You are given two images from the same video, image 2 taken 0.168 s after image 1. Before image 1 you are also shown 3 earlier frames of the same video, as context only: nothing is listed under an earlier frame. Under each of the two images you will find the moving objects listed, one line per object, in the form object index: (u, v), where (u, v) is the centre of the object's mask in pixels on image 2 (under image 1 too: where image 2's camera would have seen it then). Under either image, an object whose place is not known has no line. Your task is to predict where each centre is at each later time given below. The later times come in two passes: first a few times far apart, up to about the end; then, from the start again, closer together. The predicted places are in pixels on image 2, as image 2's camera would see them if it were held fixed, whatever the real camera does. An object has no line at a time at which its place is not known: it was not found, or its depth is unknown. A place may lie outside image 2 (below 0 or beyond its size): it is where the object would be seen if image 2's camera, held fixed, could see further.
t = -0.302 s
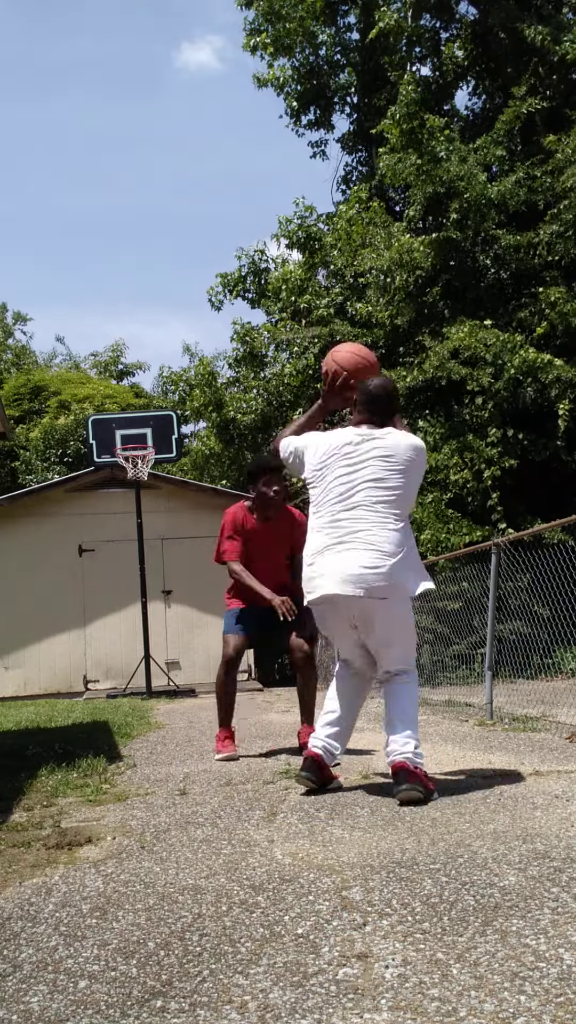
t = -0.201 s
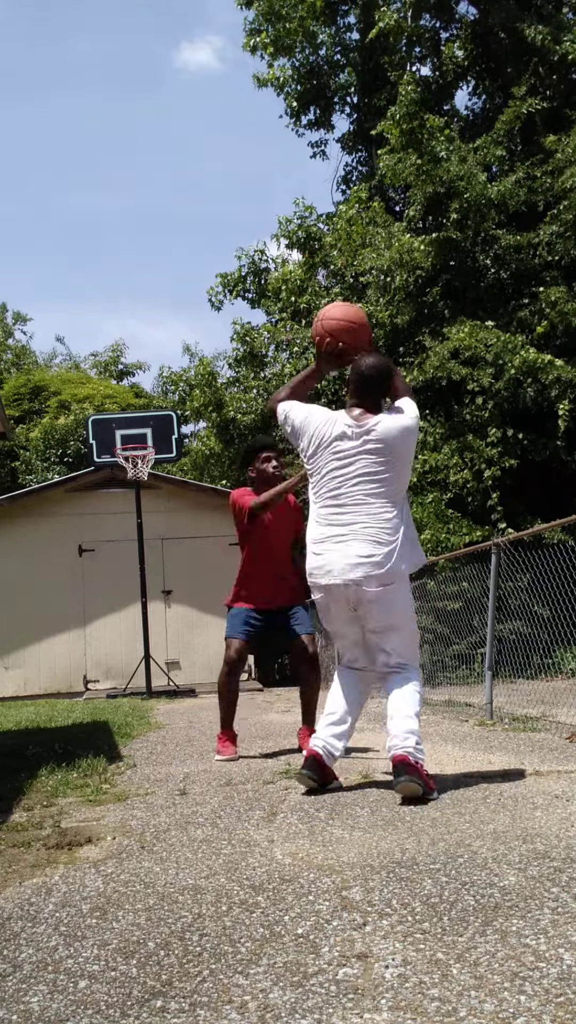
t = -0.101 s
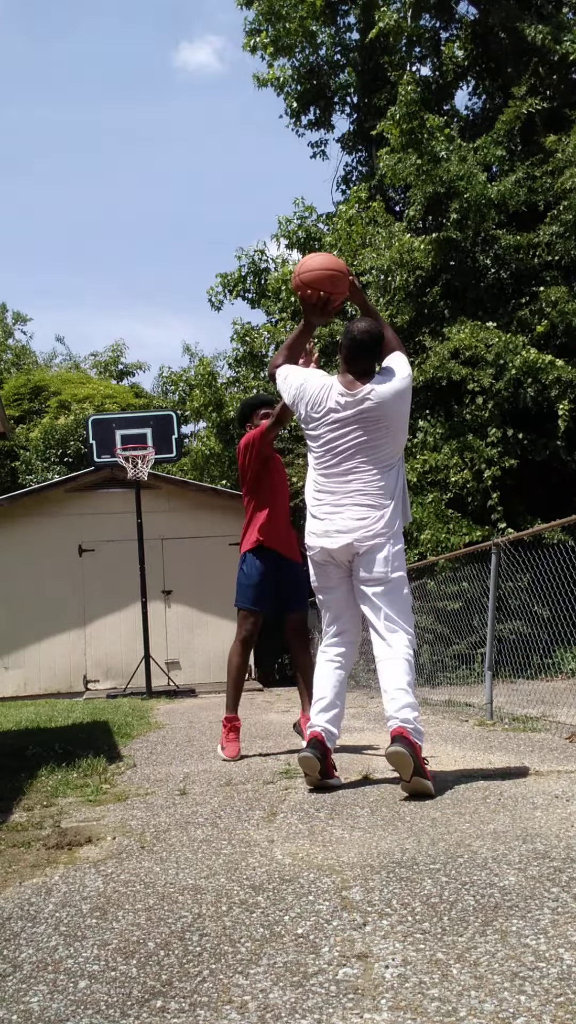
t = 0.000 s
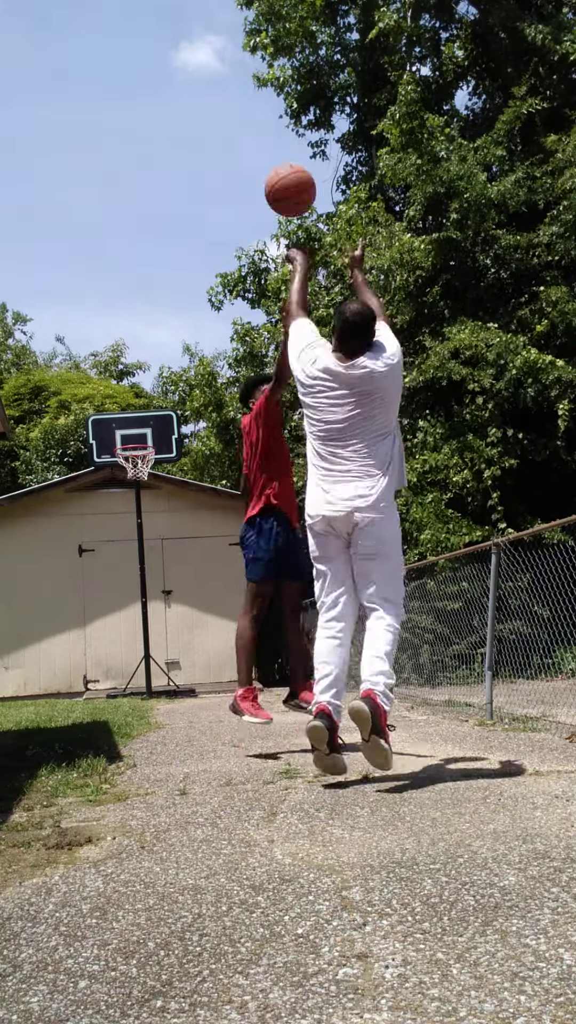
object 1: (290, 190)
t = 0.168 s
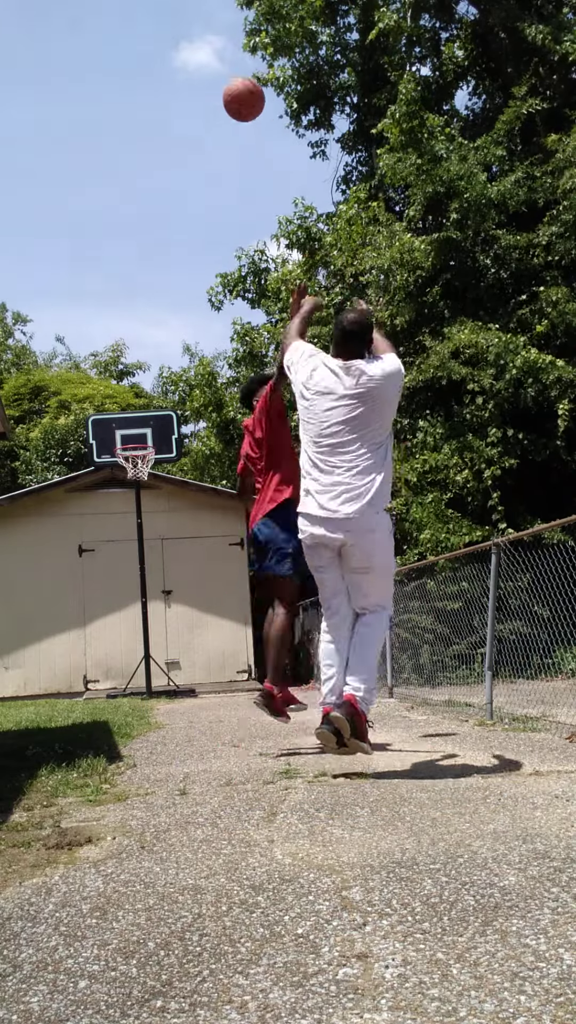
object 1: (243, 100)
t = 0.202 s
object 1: (237, 90)
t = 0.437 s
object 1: (197, 79)
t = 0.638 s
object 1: (175, 120)
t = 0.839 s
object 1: (158, 189)
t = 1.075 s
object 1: (145, 295)
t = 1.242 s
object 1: (137, 384)
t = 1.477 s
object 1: (136, 463)
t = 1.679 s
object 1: (139, 469)
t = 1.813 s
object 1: (141, 498)
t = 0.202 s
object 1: (237, 90)
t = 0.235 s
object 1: (230, 84)
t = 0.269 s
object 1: (223, 79)
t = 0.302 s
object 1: (217, 76)
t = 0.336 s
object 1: (212, 74)
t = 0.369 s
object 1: (207, 75)
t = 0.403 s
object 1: (202, 76)
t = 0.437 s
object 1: (197, 79)
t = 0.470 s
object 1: (193, 84)
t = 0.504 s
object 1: (189, 89)
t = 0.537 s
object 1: (185, 95)
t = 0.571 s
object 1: (181, 102)
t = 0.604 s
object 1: (178, 111)
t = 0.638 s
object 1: (175, 120)
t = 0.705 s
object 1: (169, 140)
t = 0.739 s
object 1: (166, 151)
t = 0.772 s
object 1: (163, 163)
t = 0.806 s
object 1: (161, 176)
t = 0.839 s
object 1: (158, 189)
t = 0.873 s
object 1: (156, 202)
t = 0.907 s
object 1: (154, 217)
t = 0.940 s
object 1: (152, 232)
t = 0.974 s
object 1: (150, 247)
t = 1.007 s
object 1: (148, 263)
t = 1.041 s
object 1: (146, 279)
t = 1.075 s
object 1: (145, 295)
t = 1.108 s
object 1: (143, 313)
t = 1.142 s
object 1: (141, 330)
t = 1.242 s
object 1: (137, 384)
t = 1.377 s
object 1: (134, 453)
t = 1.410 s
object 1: (135, 463)
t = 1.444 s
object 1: (136, 466)
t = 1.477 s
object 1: (136, 463)
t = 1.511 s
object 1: (137, 457)
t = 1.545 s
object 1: (138, 457)
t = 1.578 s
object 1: (138, 458)
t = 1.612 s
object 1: (138, 462)
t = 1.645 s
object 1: (139, 466)
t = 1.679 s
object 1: (139, 469)
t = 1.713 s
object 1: (142, 477)
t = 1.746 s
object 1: (141, 482)
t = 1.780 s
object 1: (141, 490)
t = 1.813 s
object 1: (141, 498)
